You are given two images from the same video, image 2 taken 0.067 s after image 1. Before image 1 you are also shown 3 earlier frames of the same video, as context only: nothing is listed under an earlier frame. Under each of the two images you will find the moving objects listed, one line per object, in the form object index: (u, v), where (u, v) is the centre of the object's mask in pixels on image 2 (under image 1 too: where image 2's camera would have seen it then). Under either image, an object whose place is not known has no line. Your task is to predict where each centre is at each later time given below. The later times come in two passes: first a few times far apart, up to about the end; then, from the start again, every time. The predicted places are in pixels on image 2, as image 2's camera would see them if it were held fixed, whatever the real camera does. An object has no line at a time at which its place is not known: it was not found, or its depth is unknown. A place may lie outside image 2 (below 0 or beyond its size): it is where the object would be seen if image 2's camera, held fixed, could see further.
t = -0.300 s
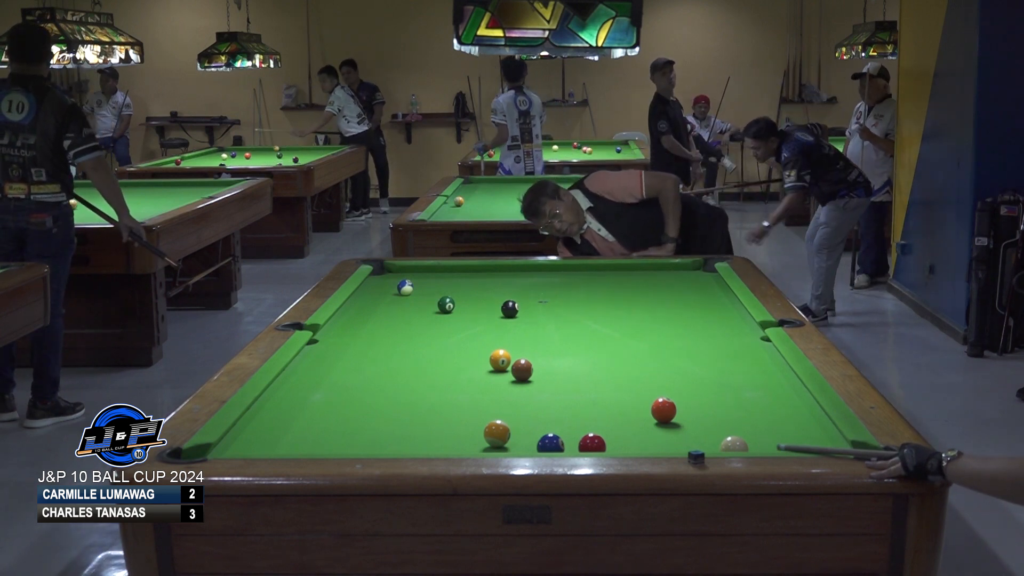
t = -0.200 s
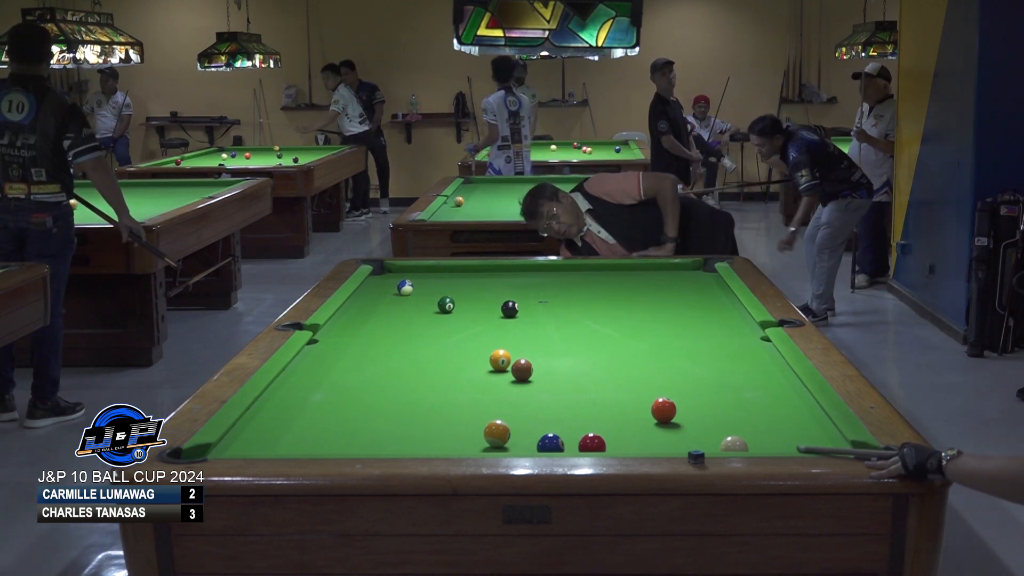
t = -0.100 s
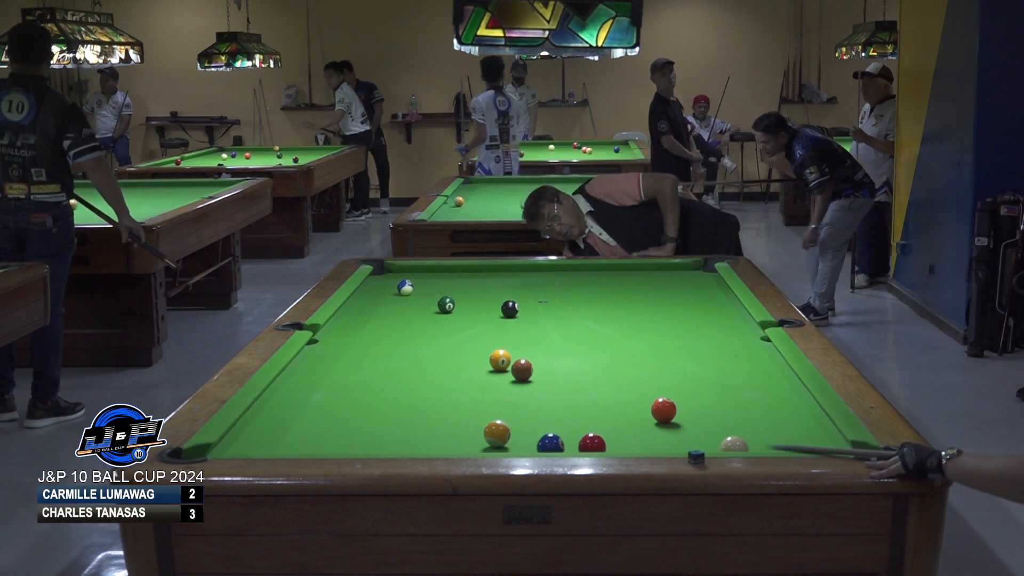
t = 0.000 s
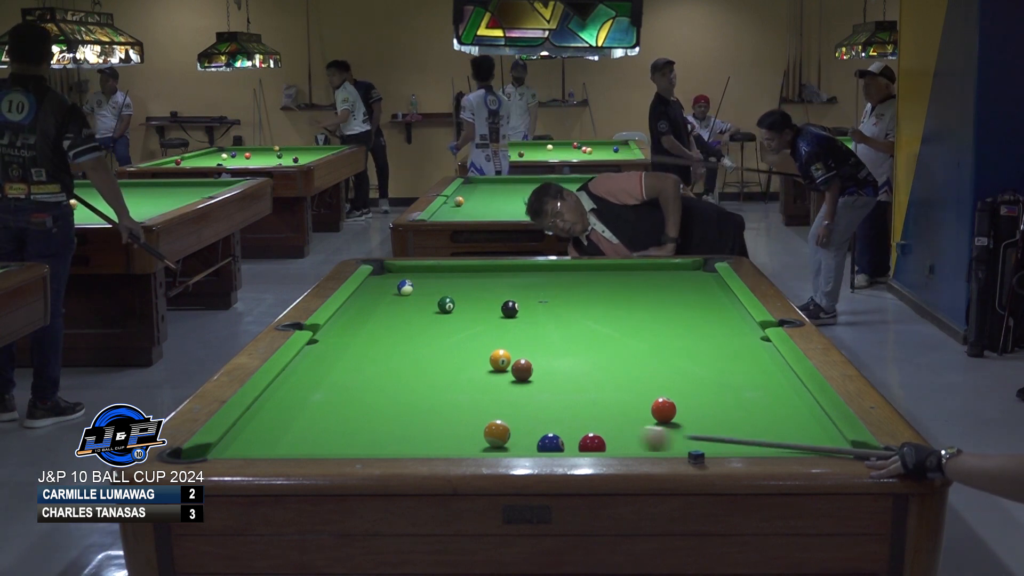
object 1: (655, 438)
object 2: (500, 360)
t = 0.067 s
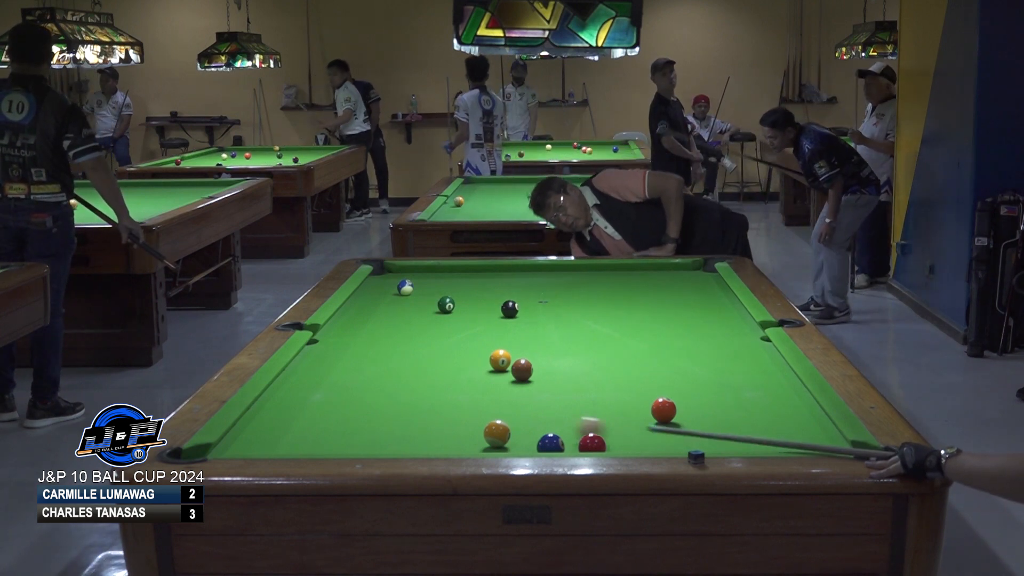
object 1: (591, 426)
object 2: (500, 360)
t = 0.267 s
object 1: (414, 406)
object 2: (500, 360)
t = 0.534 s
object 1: (326, 382)
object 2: (500, 360)
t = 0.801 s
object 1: (438, 367)
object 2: (500, 360)
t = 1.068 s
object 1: (486, 356)
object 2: (545, 357)
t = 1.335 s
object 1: (507, 347)
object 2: (610, 353)
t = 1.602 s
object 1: (524, 340)
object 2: (671, 350)
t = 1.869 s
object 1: (541, 333)
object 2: (729, 347)
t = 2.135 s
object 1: (555, 327)
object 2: (751, 345)
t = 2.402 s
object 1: (569, 321)
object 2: (722, 343)
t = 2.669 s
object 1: (581, 316)
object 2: (696, 342)
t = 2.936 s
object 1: (592, 312)
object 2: (672, 340)
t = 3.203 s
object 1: (603, 307)
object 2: (650, 339)
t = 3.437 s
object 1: (611, 304)
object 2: (633, 338)
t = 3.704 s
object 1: (620, 301)
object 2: (616, 338)
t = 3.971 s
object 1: (627, 298)
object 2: (601, 337)
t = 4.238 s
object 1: (634, 295)
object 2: (588, 336)
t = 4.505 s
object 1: (640, 293)
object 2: (576, 335)
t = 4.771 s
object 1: (645, 291)
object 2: (567, 335)
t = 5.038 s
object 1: (649, 289)
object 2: (560, 334)
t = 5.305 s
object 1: (654, 288)
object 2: (555, 334)
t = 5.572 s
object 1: (657, 287)
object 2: (551, 334)
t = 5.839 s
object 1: (659, 286)
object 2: (550, 334)
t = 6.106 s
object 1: (660, 285)
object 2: (550, 334)
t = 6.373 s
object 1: (661, 284)
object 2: (549, 334)
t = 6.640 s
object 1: (662, 284)
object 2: (549, 334)
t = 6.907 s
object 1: (662, 284)
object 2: (549, 334)
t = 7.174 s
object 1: (662, 284)
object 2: (550, 334)
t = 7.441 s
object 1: (662, 284)
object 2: (550, 334)
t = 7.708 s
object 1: (662, 284)
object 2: (550, 334)
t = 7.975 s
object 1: (662, 284)
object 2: (550, 334)
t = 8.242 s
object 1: (662, 284)
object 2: (550, 334)
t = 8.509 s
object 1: (662, 284)
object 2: (550, 334)
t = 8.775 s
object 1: (662, 284)
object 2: (550, 334)
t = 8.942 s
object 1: (662, 284)
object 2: (550, 334)
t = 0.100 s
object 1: (559, 424)
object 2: (500, 360)
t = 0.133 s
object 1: (529, 422)
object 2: (500, 360)
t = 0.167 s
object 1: (500, 414)
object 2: (500, 360)
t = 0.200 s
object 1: (470, 413)
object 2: (500, 360)
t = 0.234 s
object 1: (441, 409)
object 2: (500, 360)
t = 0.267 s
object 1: (414, 406)
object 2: (500, 360)
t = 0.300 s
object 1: (388, 402)
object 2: (500, 360)
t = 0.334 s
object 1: (361, 398)
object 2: (500, 360)
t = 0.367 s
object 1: (336, 395)
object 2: (500, 360)
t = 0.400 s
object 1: (311, 391)
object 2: (500, 360)
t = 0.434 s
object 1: (287, 388)
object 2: (500, 360)
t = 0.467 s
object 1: (287, 386)
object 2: (500, 360)
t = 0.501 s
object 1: (308, 384)
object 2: (500, 360)
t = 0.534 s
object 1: (326, 382)
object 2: (500, 360)
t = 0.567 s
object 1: (343, 380)
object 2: (500, 360)
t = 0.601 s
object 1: (358, 378)
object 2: (500, 360)
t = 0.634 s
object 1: (372, 376)
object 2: (500, 360)
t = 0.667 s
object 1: (386, 374)
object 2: (500, 360)
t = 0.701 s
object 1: (399, 372)
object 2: (500, 360)
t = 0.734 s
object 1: (412, 370)
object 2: (500, 360)
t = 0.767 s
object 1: (425, 368)
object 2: (500, 360)
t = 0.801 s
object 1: (438, 367)
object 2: (500, 360)
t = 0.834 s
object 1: (450, 365)
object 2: (500, 360)
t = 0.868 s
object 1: (463, 363)
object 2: (500, 360)
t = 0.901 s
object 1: (475, 361)
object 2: (500, 360)
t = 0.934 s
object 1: (478, 360)
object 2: (507, 358)
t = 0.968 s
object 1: (479, 359)
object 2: (518, 355)
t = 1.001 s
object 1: (481, 358)
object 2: (530, 356)
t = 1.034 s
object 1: (484, 357)
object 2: (537, 357)
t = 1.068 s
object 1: (486, 356)
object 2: (545, 357)
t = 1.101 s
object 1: (489, 355)
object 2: (554, 357)
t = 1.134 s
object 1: (492, 354)
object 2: (562, 356)
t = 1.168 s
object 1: (494, 352)
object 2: (570, 356)
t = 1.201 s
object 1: (497, 351)
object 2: (578, 355)
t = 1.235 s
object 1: (499, 350)
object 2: (586, 355)
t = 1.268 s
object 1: (502, 349)
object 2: (594, 354)
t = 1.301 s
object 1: (504, 348)
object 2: (602, 354)
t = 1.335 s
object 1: (507, 347)
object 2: (610, 353)
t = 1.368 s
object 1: (509, 346)
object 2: (618, 353)
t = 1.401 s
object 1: (511, 346)
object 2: (626, 352)
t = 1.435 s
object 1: (514, 344)
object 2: (633, 352)
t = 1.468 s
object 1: (516, 344)
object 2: (641, 352)
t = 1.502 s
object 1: (518, 343)
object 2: (648, 351)
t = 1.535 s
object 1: (520, 341)
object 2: (656, 351)
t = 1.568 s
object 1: (522, 341)
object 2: (664, 350)
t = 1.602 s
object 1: (524, 340)
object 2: (671, 350)
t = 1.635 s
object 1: (527, 339)
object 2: (678, 350)
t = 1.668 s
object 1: (529, 338)
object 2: (686, 349)
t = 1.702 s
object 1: (531, 337)
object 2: (693, 349)
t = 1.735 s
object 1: (533, 336)
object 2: (700, 349)
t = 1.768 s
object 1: (535, 335)
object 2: (707, 348)
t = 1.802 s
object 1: (537, 335)
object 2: (715, 348)
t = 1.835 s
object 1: (539, 334)
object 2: (722, 347)
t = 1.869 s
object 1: (541, 333)
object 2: (729, 347)
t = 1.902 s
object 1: (543, 332)
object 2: (736, 347)
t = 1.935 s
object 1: (545, 331)
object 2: (743, 346)
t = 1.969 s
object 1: (547, 331)
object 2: (750, 346)
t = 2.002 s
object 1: (548, 330)
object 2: (757, 345)
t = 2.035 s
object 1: (550, 329)
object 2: (763, 345)
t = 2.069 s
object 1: (552, 328)
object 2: (760, 345)
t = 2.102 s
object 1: (554, 328)
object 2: (755, 345)
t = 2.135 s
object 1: (555, 327)
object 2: (751, 345)
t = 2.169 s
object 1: (557, 326)
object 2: (748, 344)
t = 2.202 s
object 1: (559, 325)
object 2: (744, 344)
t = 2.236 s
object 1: (561, 325)
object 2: (740, 344)
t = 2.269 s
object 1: (562, 324)
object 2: (736, 344)
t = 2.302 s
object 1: (564, 323)
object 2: (733, 343)
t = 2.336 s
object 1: (566, 323)
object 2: (729, 343)
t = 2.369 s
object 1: (567, 322)
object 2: (726, 343)
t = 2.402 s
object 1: (569, 321)
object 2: (722, 343)
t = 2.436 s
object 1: (570, 321)
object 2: (719, 343)
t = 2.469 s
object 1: (572, 320)
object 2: (715, 343)
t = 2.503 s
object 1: (574, 319)
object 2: (712, 342)
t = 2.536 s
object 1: (575, 319)
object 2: (709, 342)
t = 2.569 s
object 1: (577, 318)
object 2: (705, 342)
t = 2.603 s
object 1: (578, 317)
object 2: (702, 342)
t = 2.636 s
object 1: (580, 317)
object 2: (699, 342)
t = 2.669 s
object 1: (581, 316)
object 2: (696, 342)
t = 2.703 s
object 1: (583, 316)
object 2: (693, 341)
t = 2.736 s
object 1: (584, 315)
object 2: (690, 341)
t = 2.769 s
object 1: (586, 314)
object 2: (687, 341)
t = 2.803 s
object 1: (587, 314)
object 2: (683, 341)
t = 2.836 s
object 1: (588, 313)
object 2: (681, 341)
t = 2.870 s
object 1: (590, 313)
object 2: (678, 341)
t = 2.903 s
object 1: (591, 312)
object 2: (675, 341)
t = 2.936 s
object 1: (592, 312)
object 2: (672, 340)
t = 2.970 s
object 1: (594, 311)
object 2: (669, 340)
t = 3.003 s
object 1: (595, 311)
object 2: (666, 340)
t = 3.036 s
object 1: (596, 310)
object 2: (664, 340)
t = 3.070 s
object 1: (598, 309)
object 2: (661, 340)
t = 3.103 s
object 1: (599, 309)
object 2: (658, 340)
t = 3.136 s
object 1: (600, 309)
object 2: (655, 340)
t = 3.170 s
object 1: (602, 308)
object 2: (653, 339)
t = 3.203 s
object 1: (603, 307)
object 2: (650, 339)
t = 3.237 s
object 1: (604, 307)
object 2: (648, 339)
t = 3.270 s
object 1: (605, 306)
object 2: (645, 339)
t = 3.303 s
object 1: (606, 306)
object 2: (643, 339)
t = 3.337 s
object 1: (607, 306)
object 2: (640, 339)
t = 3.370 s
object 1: (609, 305)
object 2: (638, 339)
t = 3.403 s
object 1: (610, 305)
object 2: (636, 339)
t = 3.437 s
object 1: (611, 304)
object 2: (633, 338)
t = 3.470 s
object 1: (612, 304)
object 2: (631, 338)
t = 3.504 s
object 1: (613, 303)
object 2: (629, 338)
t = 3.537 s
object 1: (615, 303)
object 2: (627, 338)
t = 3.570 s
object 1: (616, 303)
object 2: (624, 338)
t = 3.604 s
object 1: (617, 302)
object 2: (622, 338)
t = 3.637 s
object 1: (618, 302)
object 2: (620, 338)
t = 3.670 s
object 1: (619, 301)
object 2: (618, 337)
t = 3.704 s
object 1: (620, 301)
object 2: (616, 338)
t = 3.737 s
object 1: (621, 301)
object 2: (614, 337)
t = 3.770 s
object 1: (622, 300)
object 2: (612, 337)
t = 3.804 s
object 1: (623, 300)
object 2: (610, 337)
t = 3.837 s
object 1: (623, 299)
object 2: (608, 337)
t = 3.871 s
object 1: (624, 299)
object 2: (606, 337)
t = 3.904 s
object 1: (625, 299)
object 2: (605, 337)
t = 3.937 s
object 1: (626, 298)
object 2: (603, 337)
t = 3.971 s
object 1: (627, 298)
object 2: (601, 337)
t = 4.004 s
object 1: (628, 298)
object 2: (599, 336)
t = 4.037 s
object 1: (629, 297)
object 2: (597, 336)
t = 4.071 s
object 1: (630, 297)
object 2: (596, 336)
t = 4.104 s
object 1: (631, 297)
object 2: (594, 336)
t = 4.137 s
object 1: (631, 296)
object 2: (592, 336)
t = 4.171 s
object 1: (632, 296)
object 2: (591, 336)
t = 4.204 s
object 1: (633, 296)
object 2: (589, 336)
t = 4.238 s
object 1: (634, 295)
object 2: (588, 336)
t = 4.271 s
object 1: (634, 295)
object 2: (586, 336)
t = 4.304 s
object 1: (635, 295)
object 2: (585, 336)
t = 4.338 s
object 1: (636, 294)
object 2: (583, 336)
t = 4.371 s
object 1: (637, 294)
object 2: (582, 335)
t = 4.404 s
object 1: (638, 294)
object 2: (580, 335)
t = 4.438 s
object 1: (638, 293)
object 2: (579, 335)
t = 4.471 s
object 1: (639, 293)
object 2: (577, 335)
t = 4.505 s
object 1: (640, 293)
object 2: (576, 335)
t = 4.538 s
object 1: (640, 293)
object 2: (575, 335)
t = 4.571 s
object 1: (641, 292)
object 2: (574, 335)
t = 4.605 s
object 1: (642, 292)
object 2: (573, 335)
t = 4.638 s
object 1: (642, 292)
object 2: (572, 335)
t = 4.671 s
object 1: (643, 292)
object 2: (570, 335)
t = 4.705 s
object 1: (644, 292)
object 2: (569, 335)
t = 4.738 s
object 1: (644, 291)
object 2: (568, 335)
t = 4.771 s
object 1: (645, 291)
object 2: (567, 335)
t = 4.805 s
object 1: (645, 291)
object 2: (566, 335)
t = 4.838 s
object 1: (646, 291)
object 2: (565, 335)
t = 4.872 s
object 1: (646, 290)
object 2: (564, 335)
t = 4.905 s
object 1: (647, 290)
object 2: (563, 335)
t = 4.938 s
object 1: (647, 290)
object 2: (563, 334)
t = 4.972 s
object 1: (648, 290)
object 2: (562, 334)
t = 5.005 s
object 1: (649, 289)
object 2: (561, 334)
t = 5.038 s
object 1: (649, 289)
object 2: (560, 334)
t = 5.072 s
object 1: (650, 289)
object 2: (559, 334)
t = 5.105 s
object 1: (650, 289)
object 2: (559, 334)
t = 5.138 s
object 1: (651, 289)
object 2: (558, 334)
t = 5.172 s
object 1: (652, 288)
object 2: (557, 334)
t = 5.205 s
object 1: (652, 288)
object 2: (557, 334)
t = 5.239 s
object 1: (653, 288)
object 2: (556, 334)
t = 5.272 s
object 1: (653, 288)
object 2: (555, 334)
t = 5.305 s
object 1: (654, 288)
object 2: (555, 334)
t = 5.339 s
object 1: (654, 288)
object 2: (554, 334)
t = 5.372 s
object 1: (654, 288)
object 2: (554, 334)
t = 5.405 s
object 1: (655, 287)
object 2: (553, 334)
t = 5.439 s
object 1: (655, 287)
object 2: (553, 334)
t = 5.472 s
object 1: (656, 287)
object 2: (552, 334)
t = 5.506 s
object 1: (656, 287)
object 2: (552, 334)
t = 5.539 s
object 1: (656, 287)
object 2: (552, 334)
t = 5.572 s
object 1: (657, 287)
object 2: (551, 334)
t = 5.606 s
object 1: (657, 286)
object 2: (551, 334)
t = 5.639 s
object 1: (657, 286)
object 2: (551, 334)
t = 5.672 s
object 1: (658, 286)
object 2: (550, 334)
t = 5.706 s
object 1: (658, 286)
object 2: (550, 334)
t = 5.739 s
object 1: (658, 286)
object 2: (550, 334)
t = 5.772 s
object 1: (659, 286)
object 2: (550, 334)
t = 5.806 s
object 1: (659, 286)
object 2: (550, 334)
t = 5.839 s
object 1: (659, 286)
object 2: (550, 334)
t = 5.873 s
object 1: (659, 285)
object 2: (550, 334)
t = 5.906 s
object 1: (659, 285)
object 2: (550, 334)
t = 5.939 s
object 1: (660, 285)
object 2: (550, 334)
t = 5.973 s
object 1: (660, 285)
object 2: (550, 334)
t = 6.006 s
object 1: (660, 285)
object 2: (550, 334)
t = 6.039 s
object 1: (660, 285)
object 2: (550, 334)
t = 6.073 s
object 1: (660, 285)
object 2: (550, 334)
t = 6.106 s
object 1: (660, 285)
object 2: (550, 334)
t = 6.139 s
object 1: (661, 285)
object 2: (549, 334)
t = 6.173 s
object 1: (661, 285)
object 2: (549, 334)
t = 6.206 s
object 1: (661, 284)
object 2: (549, 334)
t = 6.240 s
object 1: (661, 284)
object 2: (549, 334)
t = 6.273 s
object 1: (661, 284)
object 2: (549, 334)
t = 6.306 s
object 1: (661, 284)
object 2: (549, 334)
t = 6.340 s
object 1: (661, 284)
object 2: (549, 334)
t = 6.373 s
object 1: (661, 284)
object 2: (549, 334)
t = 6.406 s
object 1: (661, 284)
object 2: (549, 334)
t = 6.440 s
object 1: (661, 284)
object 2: (549, 334)
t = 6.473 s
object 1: (661, 284)
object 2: (550, 334)
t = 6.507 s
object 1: (662, 284)
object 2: (549, 334)
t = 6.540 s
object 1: (662, 284)
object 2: (549, 334)
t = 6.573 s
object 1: (662, 284)
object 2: (549, 334)
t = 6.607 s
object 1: (662, 284)
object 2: (549, 334)
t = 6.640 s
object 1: (662, 284)
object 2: (549, 334)
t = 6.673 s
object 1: (662, 284)
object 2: (549, 334)
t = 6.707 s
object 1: (662, 284)
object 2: (549, 334)
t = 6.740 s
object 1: (662, 284)
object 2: (549, 334)
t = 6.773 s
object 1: (662, 284)
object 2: (549, 334)
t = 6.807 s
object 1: (662, 284)
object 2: (549, 334)
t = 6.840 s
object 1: (662, 284)
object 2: (549, 334)
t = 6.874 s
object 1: (662, 284)
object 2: (549, 334)
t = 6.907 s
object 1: (662, 284)
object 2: (549, 334)
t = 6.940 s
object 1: (662, 284)
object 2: (549, 334)
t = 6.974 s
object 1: (662, 284)
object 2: (549, 334)
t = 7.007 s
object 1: (662, 284)
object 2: (549, 334)
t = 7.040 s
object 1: (662, 284)
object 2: (549, 334)
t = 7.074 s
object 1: (662, 284)
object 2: (549, 334)
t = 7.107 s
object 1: (662, 284)
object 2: (549, 334)
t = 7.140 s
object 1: (662, 284)
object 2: (550, 334)
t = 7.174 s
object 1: (662, 284)
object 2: (550, 334)
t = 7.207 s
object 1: (662, 284)
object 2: (550, 334)
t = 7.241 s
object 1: (662, 284)
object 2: (550, 334)
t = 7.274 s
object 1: (662, 284)
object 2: (549, 334)
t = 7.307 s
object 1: (662, 284)
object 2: (550, 334)
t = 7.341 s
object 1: (662, 284)
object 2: (550, 334)
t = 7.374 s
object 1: (662, 284)
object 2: (550, 334)
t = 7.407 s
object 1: (662, 284)
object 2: (550, 334)
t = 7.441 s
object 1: (662, 284)
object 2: (550, 334)
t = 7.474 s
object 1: (662, 284)
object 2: (549, 334)
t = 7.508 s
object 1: (662, 284)
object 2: (549, 334)
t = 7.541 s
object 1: (662, 284)
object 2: (549, 334)
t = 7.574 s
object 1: (662, 284)
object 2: (549, 334)
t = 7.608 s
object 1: (662, 284)
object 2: (549, 334)
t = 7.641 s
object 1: (662, 284)
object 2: (549, 334)
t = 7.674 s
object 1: (662, 284)
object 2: (549, 334)
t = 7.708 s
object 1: (662, 284)
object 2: (550, 334)
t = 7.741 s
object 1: (662, 284)
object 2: (550, 334)
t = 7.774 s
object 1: (662, 284)
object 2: (549, 334)
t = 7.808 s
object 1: (662, 284)
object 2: (549, 334)
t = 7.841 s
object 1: (662, 284)
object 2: (550, 334)
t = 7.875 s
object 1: (662, 284)
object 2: (550, 334)
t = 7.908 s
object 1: (662, 284)
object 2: (550, 334)
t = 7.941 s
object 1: (662, 284)
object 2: (550, 334)
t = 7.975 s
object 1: (662, 284)
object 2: (550, 334)
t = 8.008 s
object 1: (662, 284)
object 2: (550, 334)
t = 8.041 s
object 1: (662, 284)
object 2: (550, 334)
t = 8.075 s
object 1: (662, 284)
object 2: (550, 334)
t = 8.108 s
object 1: (662, 284)
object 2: (550, 334)
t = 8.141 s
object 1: (662, 284)
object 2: (550, 334)
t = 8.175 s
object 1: (662, 284)
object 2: (550, 334)
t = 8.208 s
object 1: (662, 284)
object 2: (550, 334)
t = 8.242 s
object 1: (662, 284)
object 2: (550, 334)
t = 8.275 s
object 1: (662, 284)
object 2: (550, 334)
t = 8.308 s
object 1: (662, 284)
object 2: (550, 334)
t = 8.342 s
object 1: (662, 284)
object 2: (550, 334)
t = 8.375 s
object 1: (662, 284)
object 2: (550, 334)
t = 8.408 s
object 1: (662, 284)
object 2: (550, 334)
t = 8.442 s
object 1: (662, 284)
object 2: (550, 334)
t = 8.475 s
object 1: (662, 284)
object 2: (550, 334)
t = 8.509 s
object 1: (662, 284)
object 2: (550, 334)
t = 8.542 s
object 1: (662, 284)
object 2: (550, 334)
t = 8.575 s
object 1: (662, 284)
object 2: (550, 334)
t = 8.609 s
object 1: (662, 284)
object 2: (550, 334)
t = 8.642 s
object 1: (662, 284)
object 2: (550, 334)
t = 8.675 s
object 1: (662, 284)
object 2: (550, 334)
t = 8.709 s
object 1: (662, 284)
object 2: (550, 334)
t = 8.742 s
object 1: (662, 284)
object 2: (550, 334)
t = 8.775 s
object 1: (662, 284)
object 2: (550, 334)
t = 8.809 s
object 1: (662, 284)
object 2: (550, 334)
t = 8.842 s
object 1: (662, 284)
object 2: (550, 334)
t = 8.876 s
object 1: (662, 284)
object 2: (550, 334)
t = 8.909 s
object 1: (662, 284)
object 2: (550, 334)
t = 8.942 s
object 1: (662, 284)
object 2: (550, 334)
